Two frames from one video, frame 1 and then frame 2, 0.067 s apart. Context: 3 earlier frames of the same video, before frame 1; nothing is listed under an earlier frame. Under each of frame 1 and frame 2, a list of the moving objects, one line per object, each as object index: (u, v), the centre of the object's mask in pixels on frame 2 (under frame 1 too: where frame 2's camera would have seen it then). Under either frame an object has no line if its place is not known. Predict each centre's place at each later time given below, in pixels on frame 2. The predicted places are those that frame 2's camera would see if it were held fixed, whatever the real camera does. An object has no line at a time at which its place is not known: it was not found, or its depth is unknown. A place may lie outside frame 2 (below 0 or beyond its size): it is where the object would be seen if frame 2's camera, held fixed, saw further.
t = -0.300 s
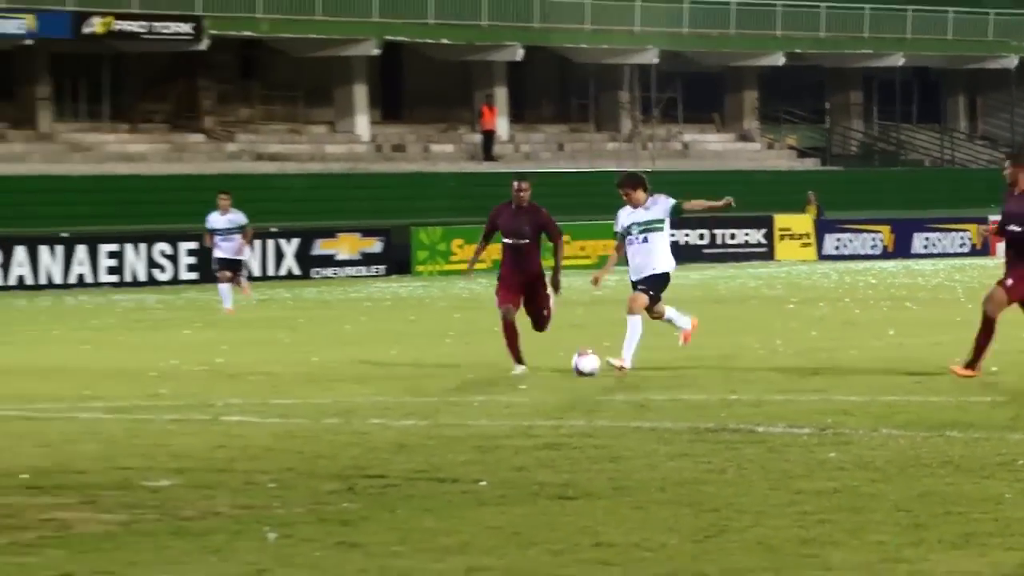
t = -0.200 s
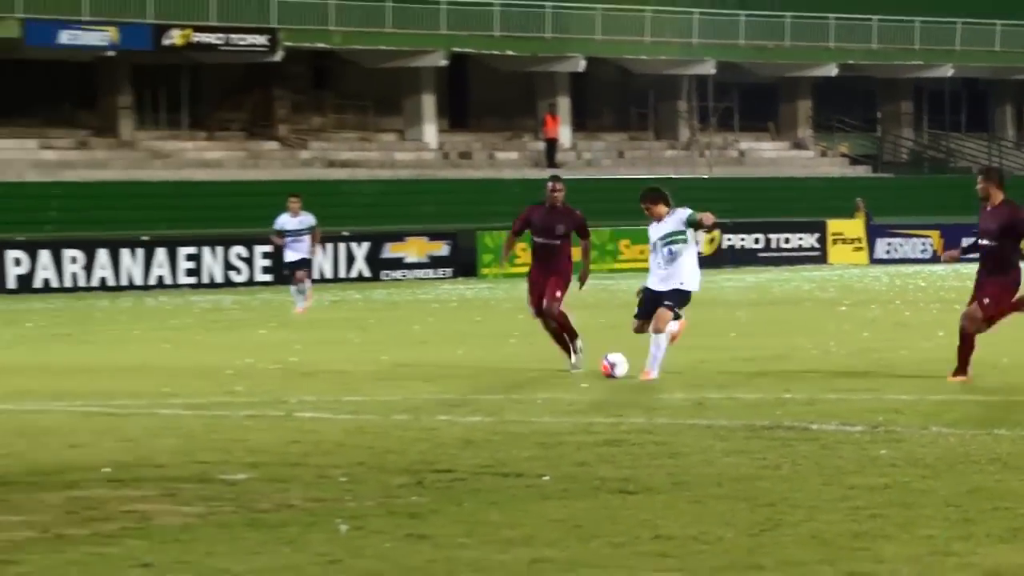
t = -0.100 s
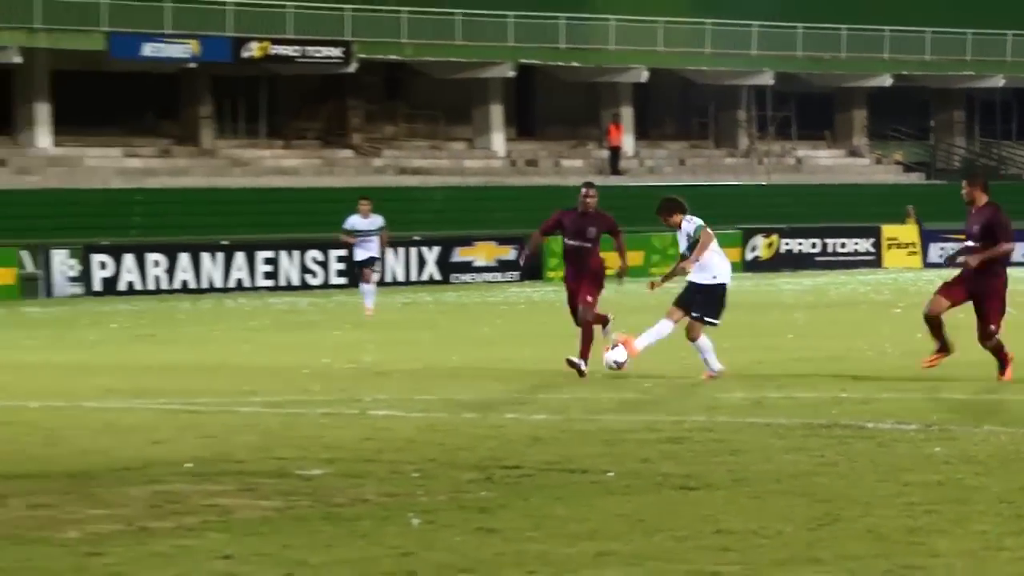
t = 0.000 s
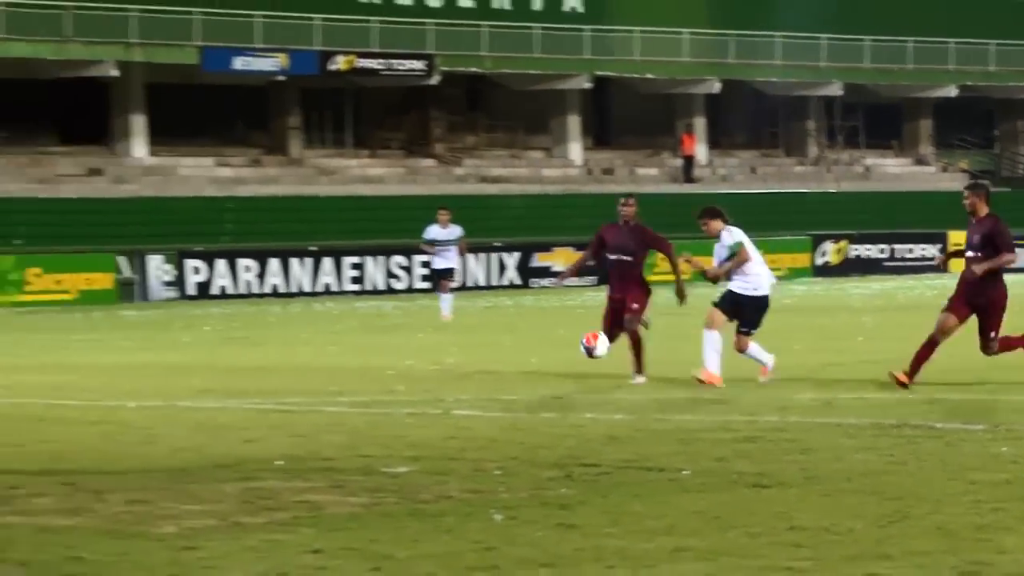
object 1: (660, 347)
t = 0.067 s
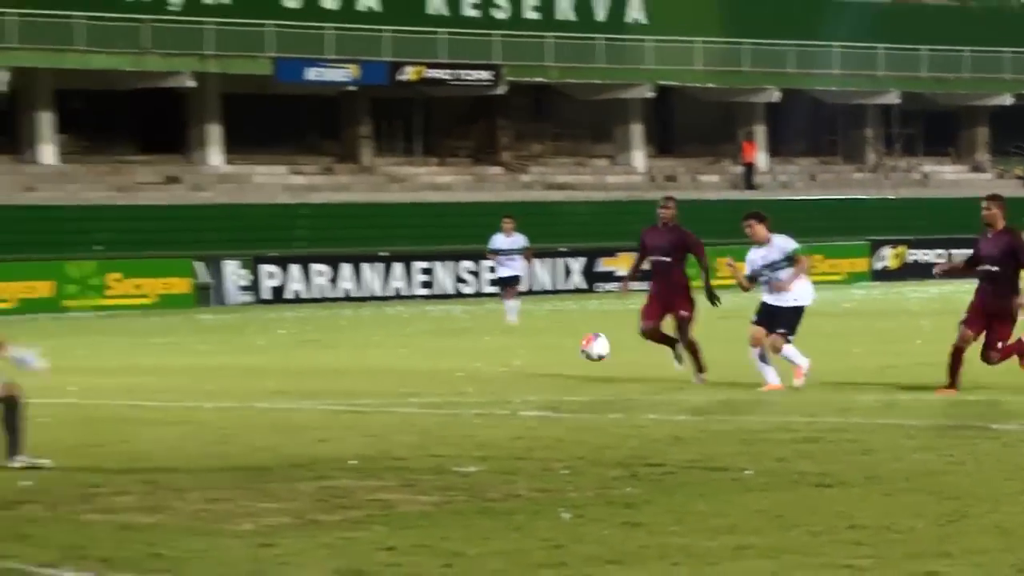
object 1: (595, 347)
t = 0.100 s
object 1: (562, 349)
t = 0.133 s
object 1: (529, 354)
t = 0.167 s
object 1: (496, 361)
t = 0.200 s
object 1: (462, 370)
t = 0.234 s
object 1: (427, 382)
